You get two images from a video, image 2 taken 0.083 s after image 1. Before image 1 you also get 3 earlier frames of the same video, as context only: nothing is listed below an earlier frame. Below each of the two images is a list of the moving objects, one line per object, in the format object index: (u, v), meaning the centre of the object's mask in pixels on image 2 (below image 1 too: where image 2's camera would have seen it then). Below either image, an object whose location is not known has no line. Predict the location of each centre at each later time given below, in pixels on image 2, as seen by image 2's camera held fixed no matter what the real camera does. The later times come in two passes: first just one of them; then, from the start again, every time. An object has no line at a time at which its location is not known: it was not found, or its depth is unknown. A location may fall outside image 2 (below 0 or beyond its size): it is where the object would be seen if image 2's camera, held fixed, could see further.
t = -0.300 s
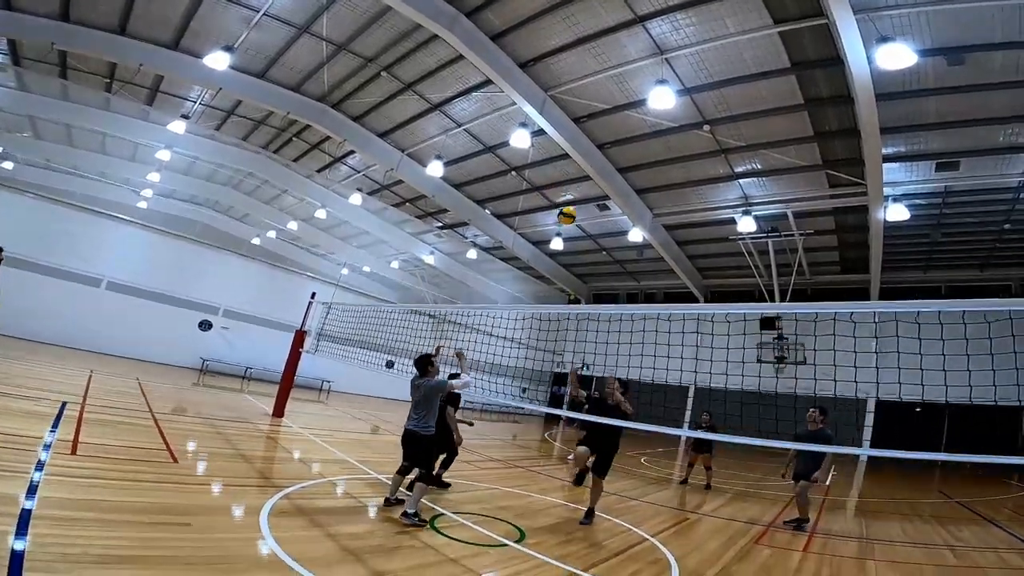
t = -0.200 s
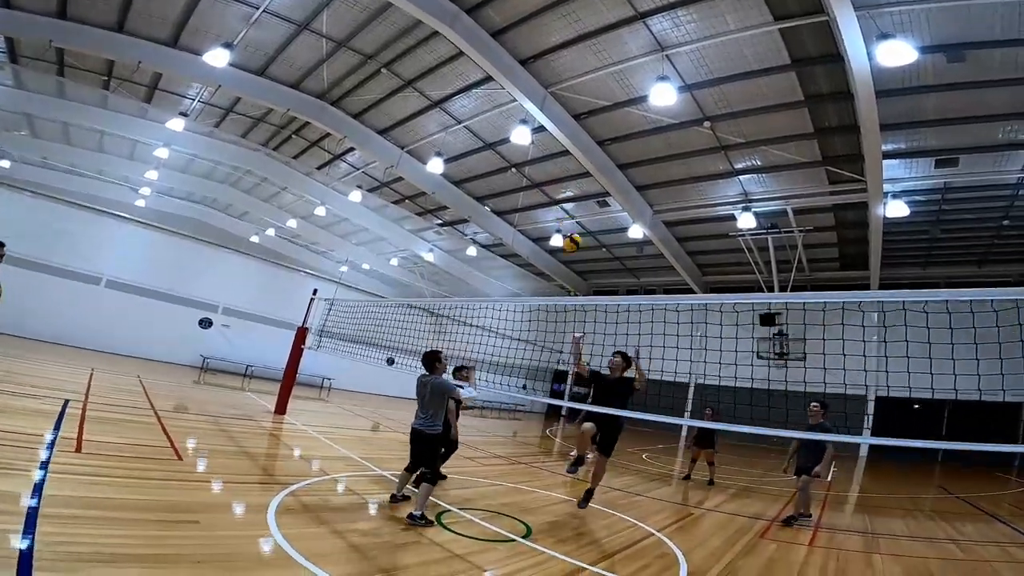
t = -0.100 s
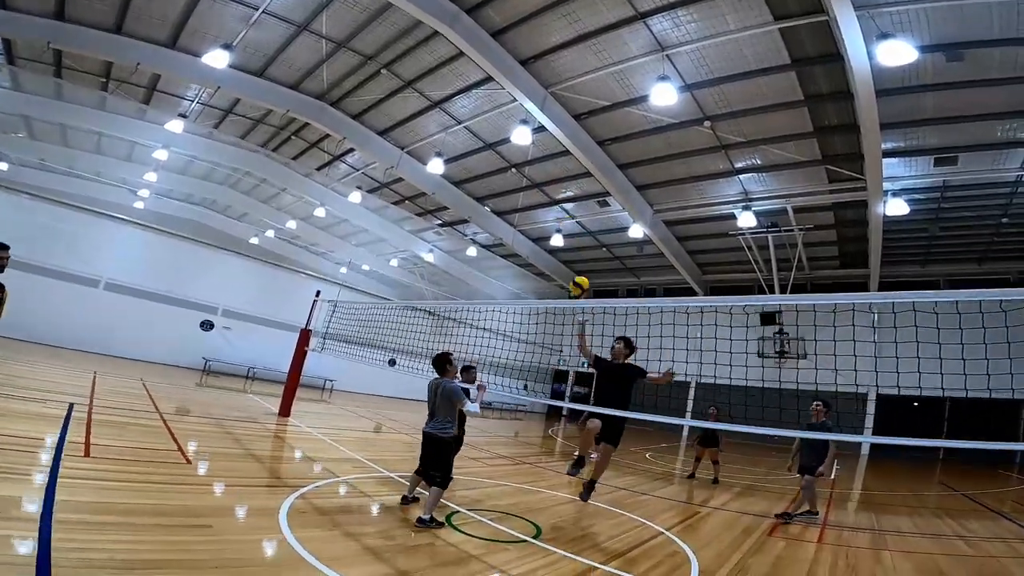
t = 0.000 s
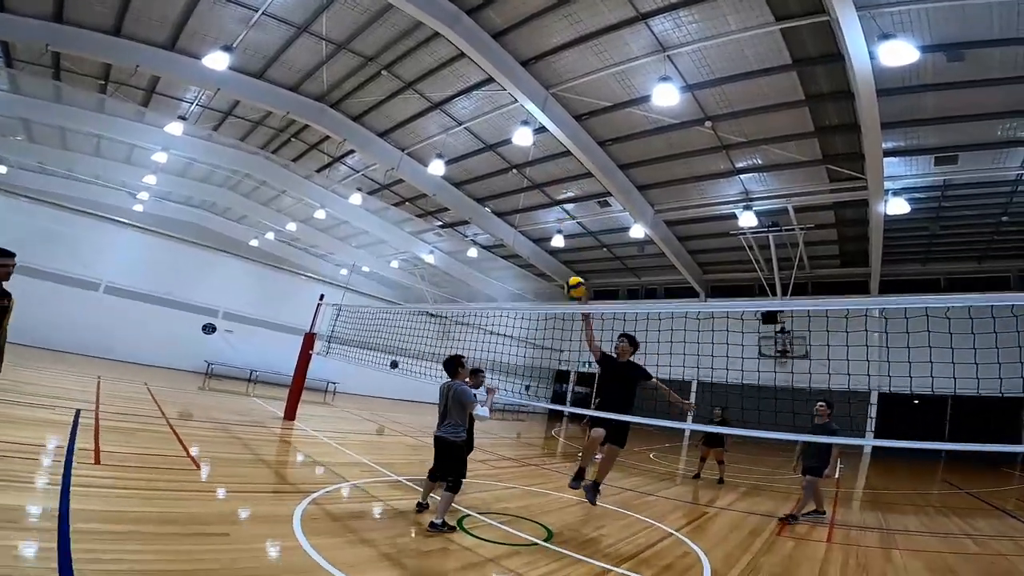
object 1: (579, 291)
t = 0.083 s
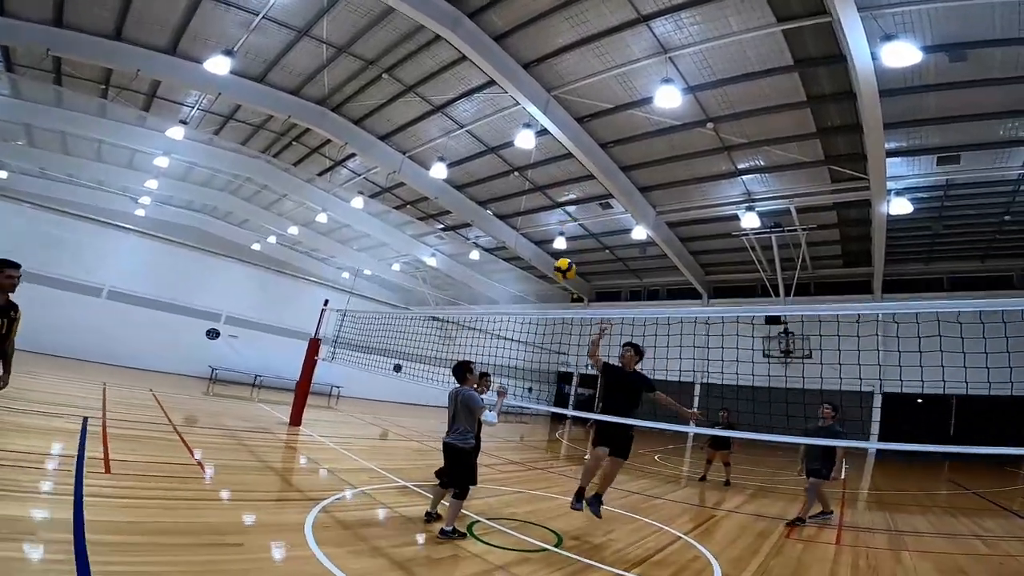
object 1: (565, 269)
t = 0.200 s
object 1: (540, 248)
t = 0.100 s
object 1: (561, 266)
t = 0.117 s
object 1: (559, 262)
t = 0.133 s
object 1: (555, 260)
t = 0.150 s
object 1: (551, 257)
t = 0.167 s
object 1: (548, 254)
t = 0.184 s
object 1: (544, 251)
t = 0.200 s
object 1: (540, 248)
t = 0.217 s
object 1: (537, 245)
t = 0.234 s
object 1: (532, 242)
